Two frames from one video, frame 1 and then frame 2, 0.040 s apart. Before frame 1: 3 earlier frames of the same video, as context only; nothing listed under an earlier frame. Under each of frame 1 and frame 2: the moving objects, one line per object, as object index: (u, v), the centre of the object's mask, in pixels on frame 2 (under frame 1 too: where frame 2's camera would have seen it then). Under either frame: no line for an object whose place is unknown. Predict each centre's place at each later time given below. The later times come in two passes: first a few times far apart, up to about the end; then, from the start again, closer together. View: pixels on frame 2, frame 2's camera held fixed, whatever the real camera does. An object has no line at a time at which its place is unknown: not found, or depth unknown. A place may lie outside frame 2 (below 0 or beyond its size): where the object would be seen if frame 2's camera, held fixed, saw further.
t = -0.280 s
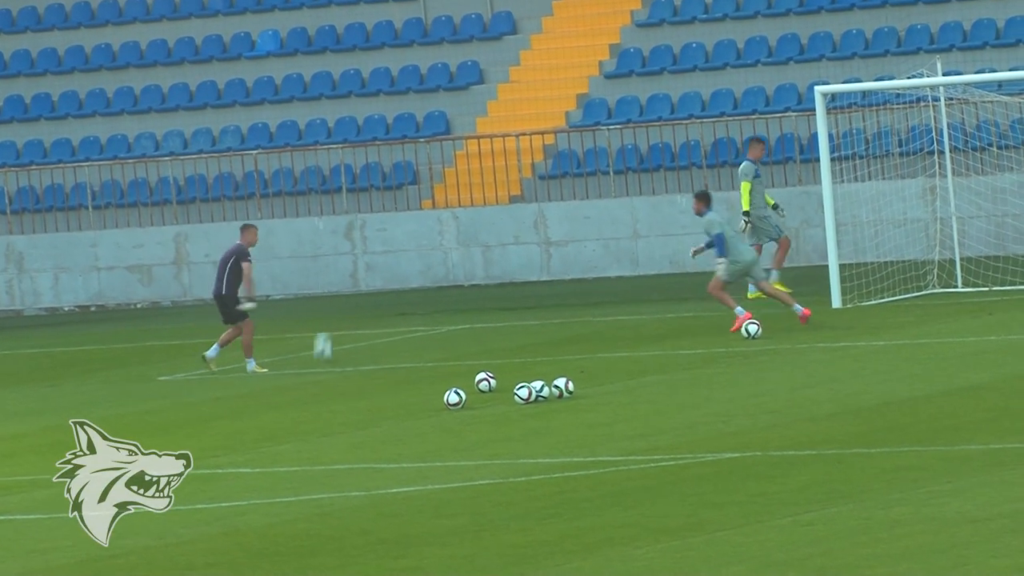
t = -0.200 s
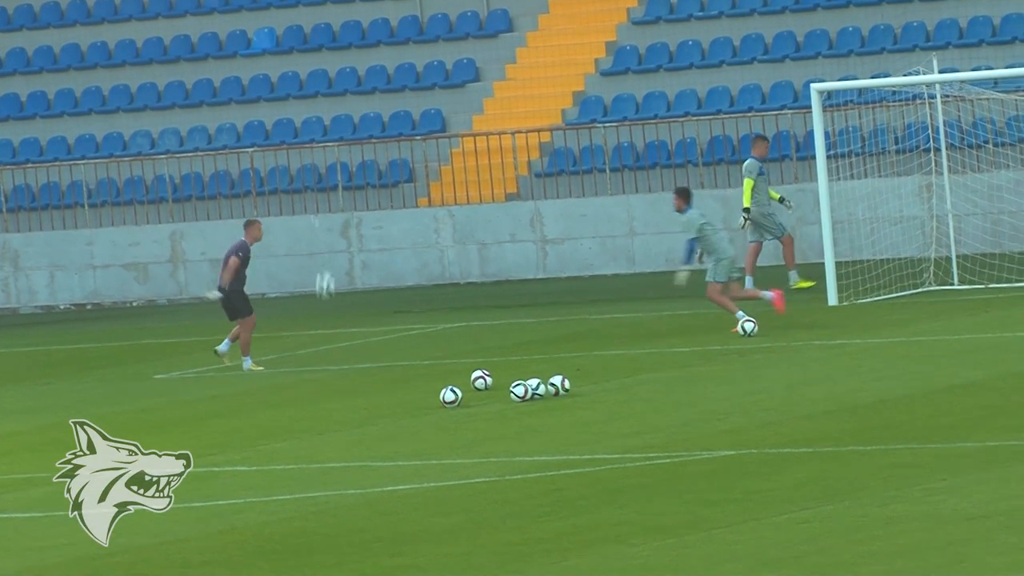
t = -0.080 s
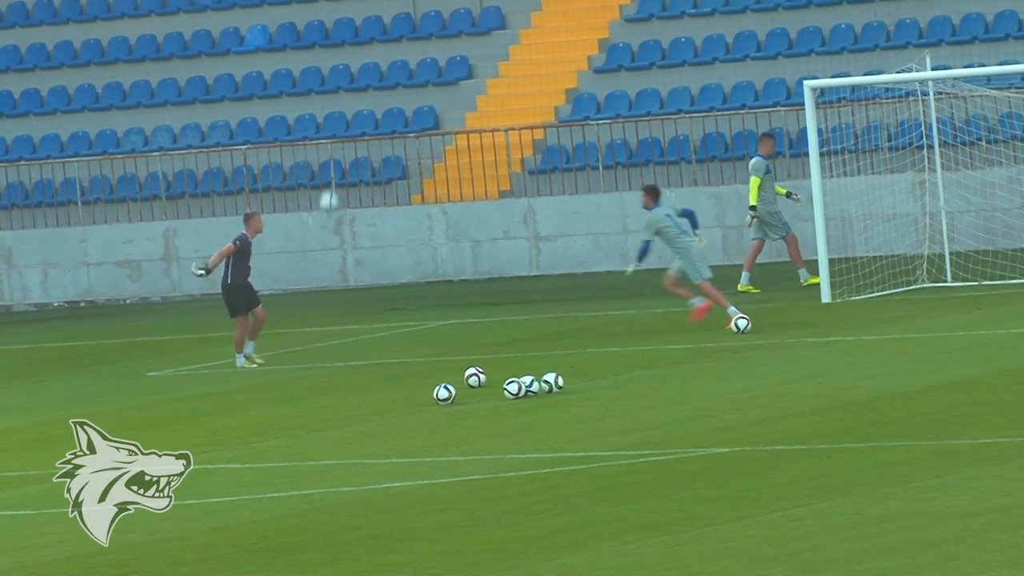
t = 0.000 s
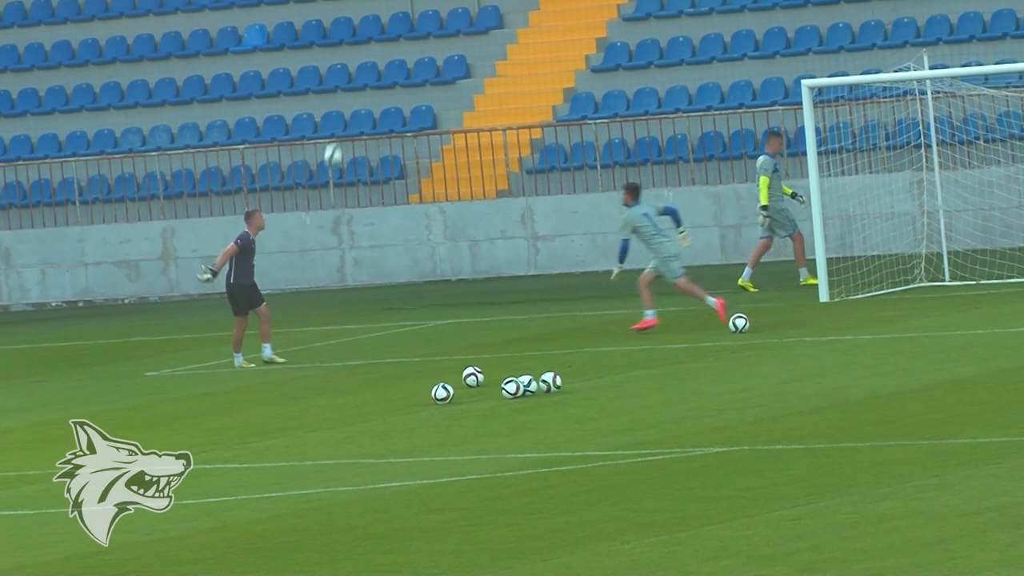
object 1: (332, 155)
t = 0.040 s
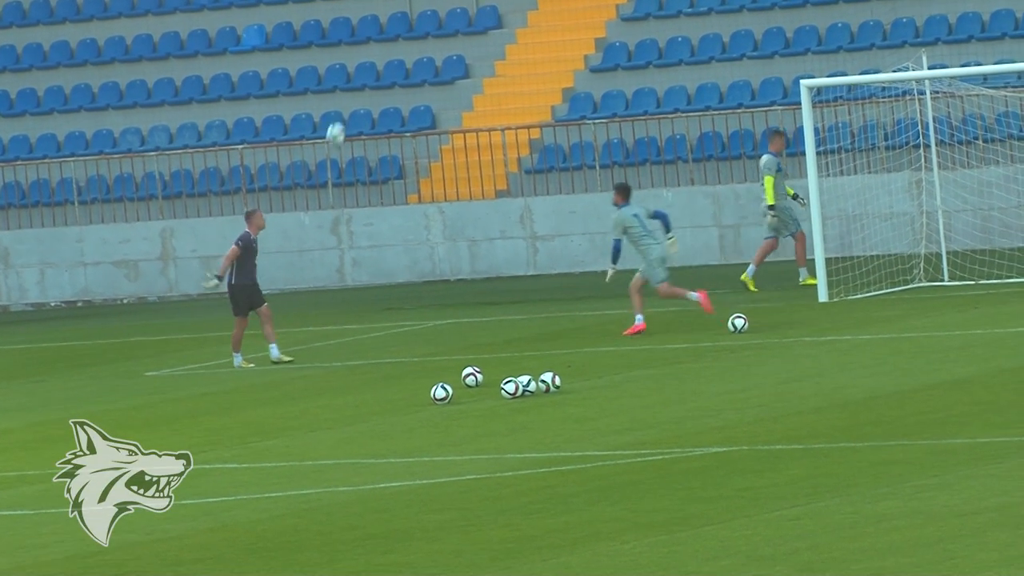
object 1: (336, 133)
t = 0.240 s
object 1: (357, 50)
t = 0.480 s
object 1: (391, 0)
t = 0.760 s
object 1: (432, -5)
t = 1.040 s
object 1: (480, 54)
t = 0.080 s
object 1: (340, 115)
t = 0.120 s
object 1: (344, 96)
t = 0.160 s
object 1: (349, 80)
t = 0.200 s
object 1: (353, 64)
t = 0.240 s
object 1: (357, 50)
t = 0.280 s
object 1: (362, 37)
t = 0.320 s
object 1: (367, 25)
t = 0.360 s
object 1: (372, 15)
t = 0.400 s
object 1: (377, 7)
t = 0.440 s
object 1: (383, 3)
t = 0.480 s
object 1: (391, 0)
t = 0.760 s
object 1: (432, -5)
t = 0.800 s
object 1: (438, -3)
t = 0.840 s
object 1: (444, 2)
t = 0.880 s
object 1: (451, 9)
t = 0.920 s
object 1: (459, 18)
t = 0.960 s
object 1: (466, 29)
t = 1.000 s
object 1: (474, 41)
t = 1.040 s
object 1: (480, 54)
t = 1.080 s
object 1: (488, 69)
